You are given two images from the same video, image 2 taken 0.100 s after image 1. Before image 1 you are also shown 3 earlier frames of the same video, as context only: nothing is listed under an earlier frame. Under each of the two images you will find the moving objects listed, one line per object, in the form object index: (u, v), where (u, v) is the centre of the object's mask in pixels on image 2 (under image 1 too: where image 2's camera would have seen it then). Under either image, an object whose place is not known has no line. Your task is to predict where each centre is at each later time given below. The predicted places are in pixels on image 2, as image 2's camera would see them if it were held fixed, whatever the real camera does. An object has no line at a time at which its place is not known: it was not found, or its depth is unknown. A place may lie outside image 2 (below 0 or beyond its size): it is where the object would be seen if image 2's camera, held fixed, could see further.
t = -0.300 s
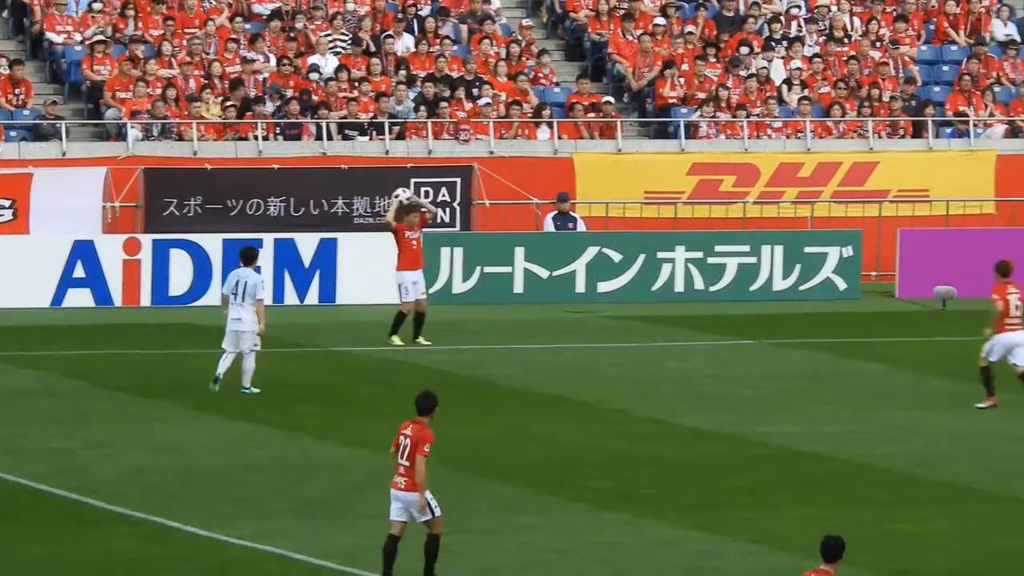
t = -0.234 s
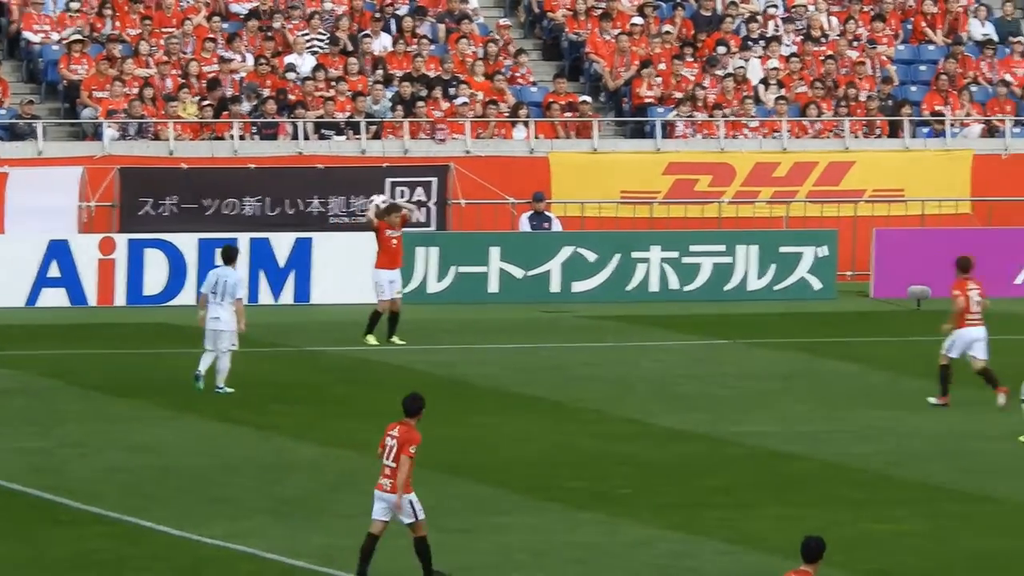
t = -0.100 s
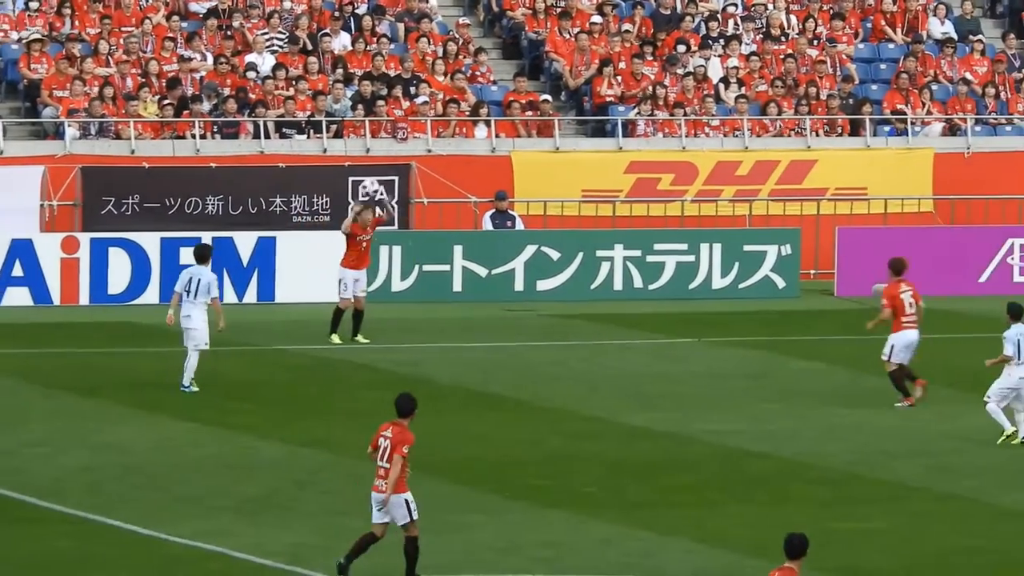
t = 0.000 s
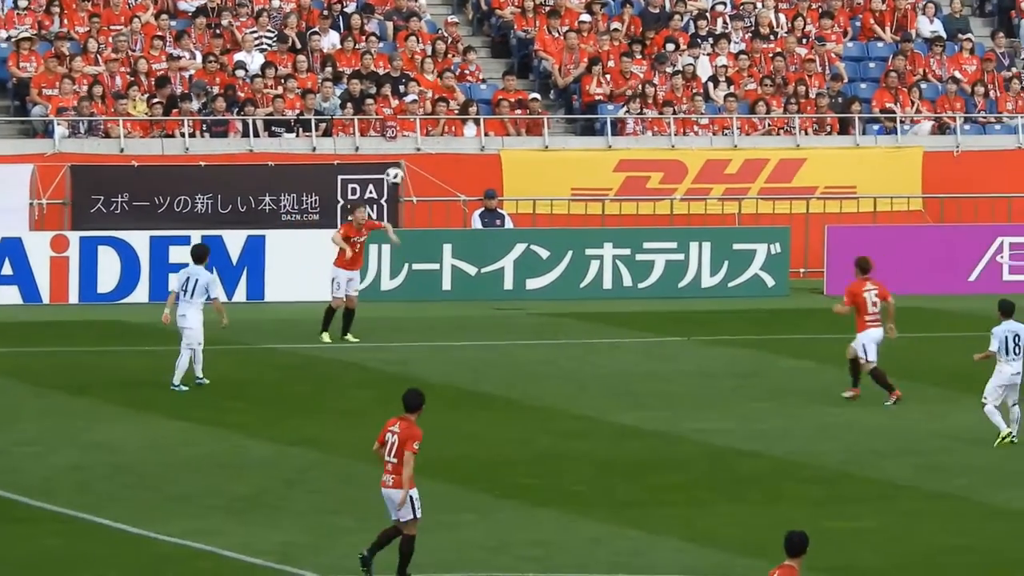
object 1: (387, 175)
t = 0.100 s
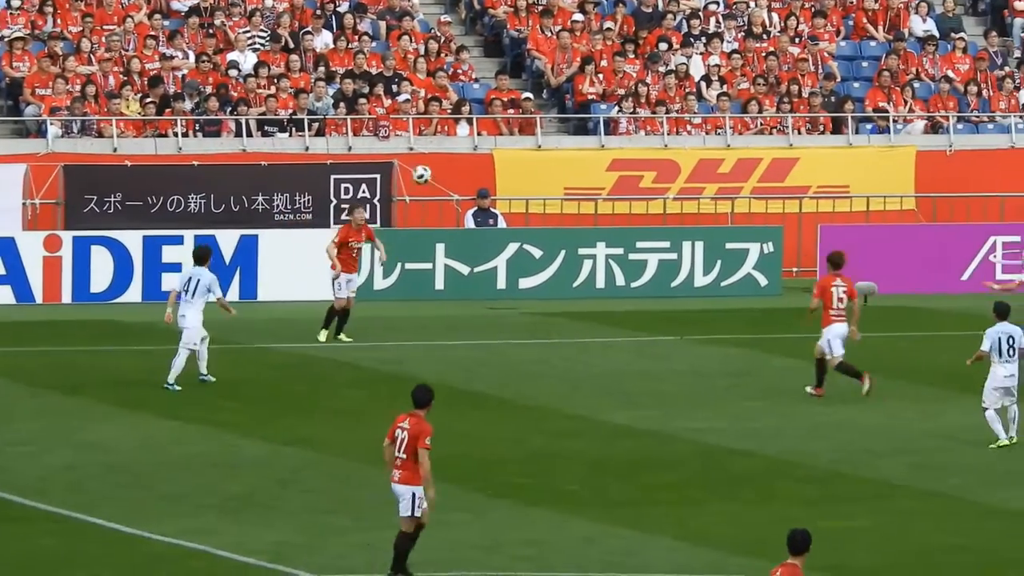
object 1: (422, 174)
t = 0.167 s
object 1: (444, 178)
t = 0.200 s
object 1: (456, 181)
